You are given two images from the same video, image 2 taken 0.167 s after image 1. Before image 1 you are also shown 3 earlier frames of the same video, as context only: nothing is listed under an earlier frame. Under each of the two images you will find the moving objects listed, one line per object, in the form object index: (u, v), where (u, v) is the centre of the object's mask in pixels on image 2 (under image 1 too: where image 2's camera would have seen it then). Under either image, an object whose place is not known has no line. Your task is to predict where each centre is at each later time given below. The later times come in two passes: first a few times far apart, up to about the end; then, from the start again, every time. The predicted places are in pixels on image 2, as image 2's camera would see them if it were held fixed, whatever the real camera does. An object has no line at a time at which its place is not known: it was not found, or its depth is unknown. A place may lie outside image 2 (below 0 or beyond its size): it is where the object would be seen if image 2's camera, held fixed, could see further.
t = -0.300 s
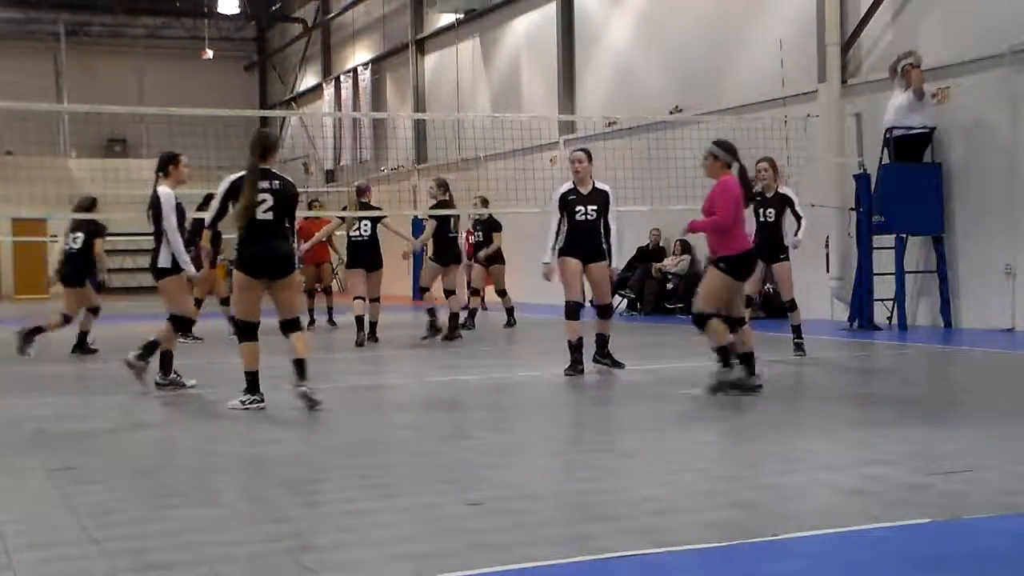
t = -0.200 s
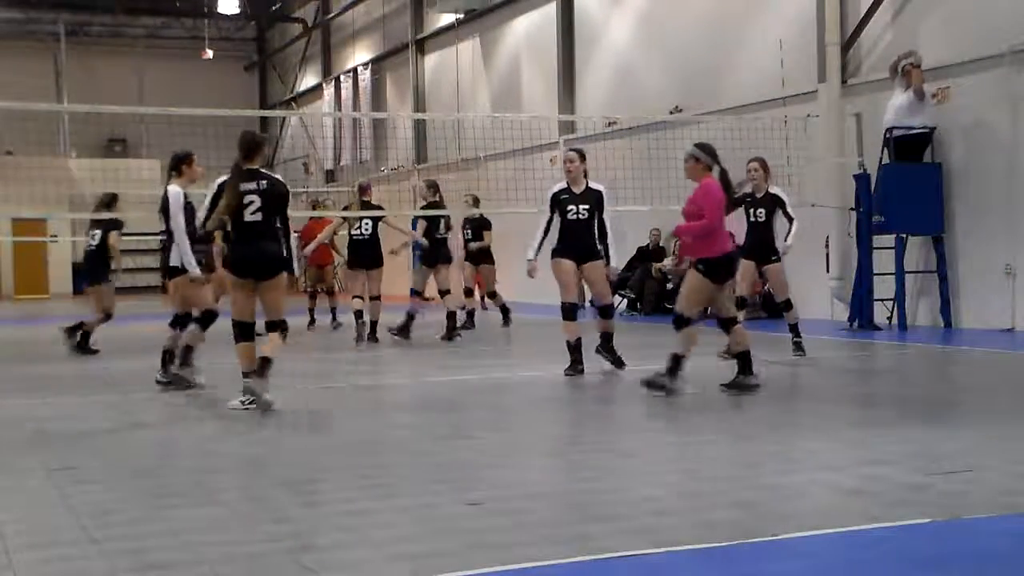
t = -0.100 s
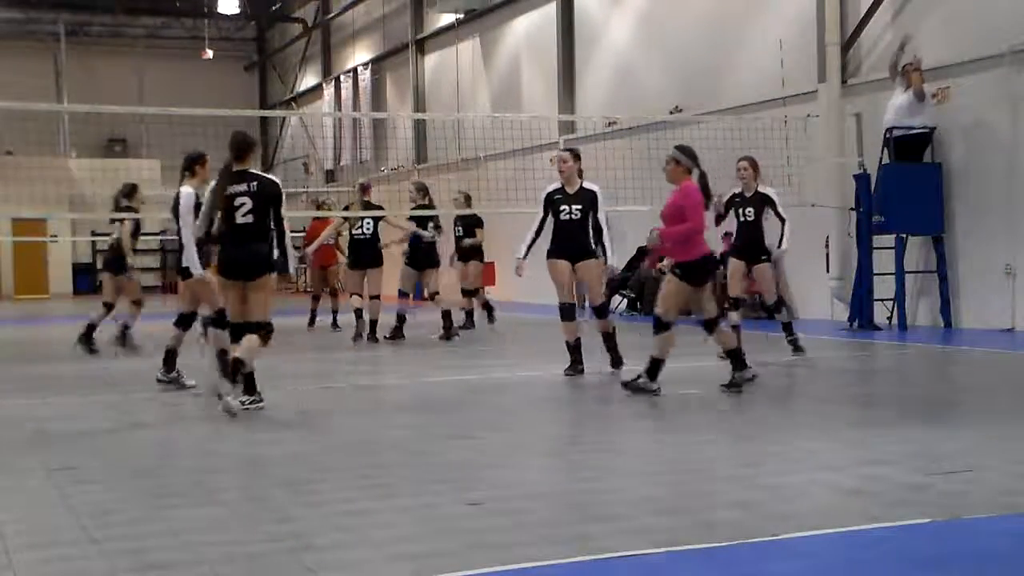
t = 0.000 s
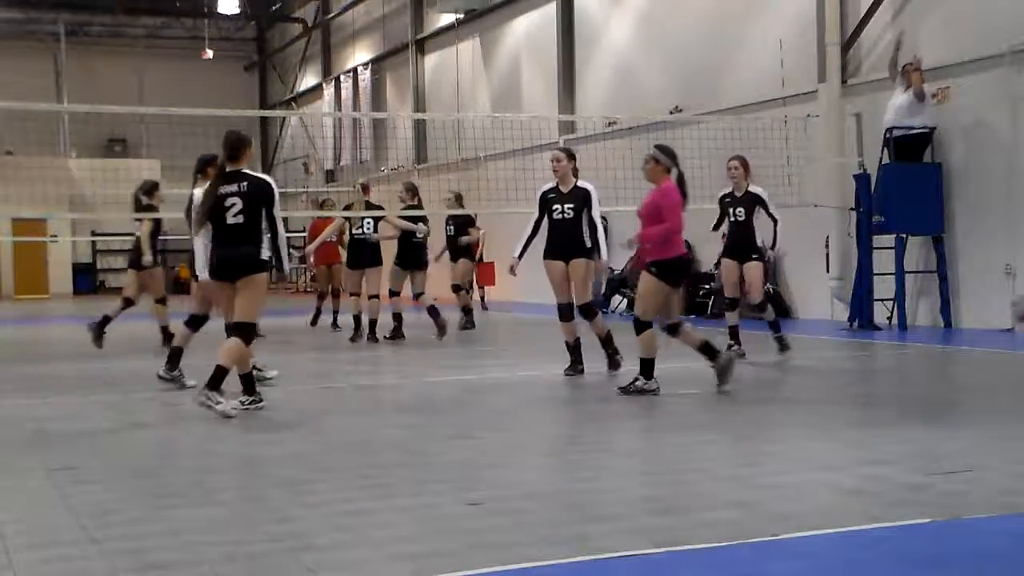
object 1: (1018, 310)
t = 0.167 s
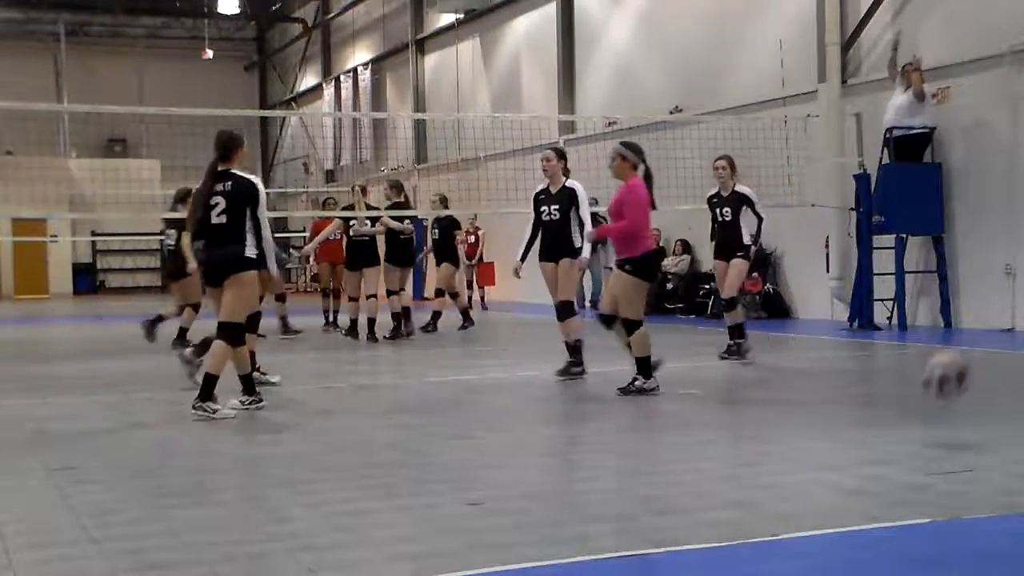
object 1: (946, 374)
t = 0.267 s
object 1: (891, 406)
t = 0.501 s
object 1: (757, 345)
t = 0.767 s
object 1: (586, 433)
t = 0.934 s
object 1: (459, 415)
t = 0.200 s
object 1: (928, 396)
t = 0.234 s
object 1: (912, 422)
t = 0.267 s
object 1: (891, 406)
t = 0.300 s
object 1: (871, 391)
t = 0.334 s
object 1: (854, 378)
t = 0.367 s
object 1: (834, 366)
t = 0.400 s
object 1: (814, 360)
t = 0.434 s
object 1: (799, 351)
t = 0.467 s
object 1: (777, 348)
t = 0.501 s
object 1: (757, 345)
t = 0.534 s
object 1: (734, 347)
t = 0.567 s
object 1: (714, 350)
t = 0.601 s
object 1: (693, 357)
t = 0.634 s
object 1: (674, 365)
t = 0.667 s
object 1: (654, 377)
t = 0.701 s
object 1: (628, 395)
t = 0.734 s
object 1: (605, 412)
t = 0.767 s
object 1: (586, 433)
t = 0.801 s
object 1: (562, 460)
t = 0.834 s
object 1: (537, 446)
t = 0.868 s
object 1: (512, 432)
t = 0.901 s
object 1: (485, 421)
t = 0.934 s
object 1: (459, 415)
